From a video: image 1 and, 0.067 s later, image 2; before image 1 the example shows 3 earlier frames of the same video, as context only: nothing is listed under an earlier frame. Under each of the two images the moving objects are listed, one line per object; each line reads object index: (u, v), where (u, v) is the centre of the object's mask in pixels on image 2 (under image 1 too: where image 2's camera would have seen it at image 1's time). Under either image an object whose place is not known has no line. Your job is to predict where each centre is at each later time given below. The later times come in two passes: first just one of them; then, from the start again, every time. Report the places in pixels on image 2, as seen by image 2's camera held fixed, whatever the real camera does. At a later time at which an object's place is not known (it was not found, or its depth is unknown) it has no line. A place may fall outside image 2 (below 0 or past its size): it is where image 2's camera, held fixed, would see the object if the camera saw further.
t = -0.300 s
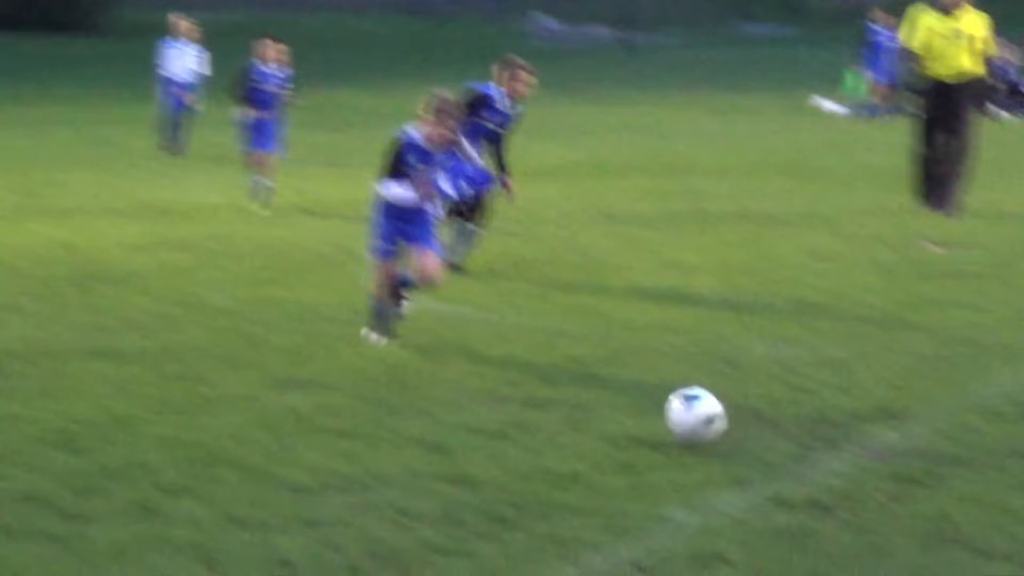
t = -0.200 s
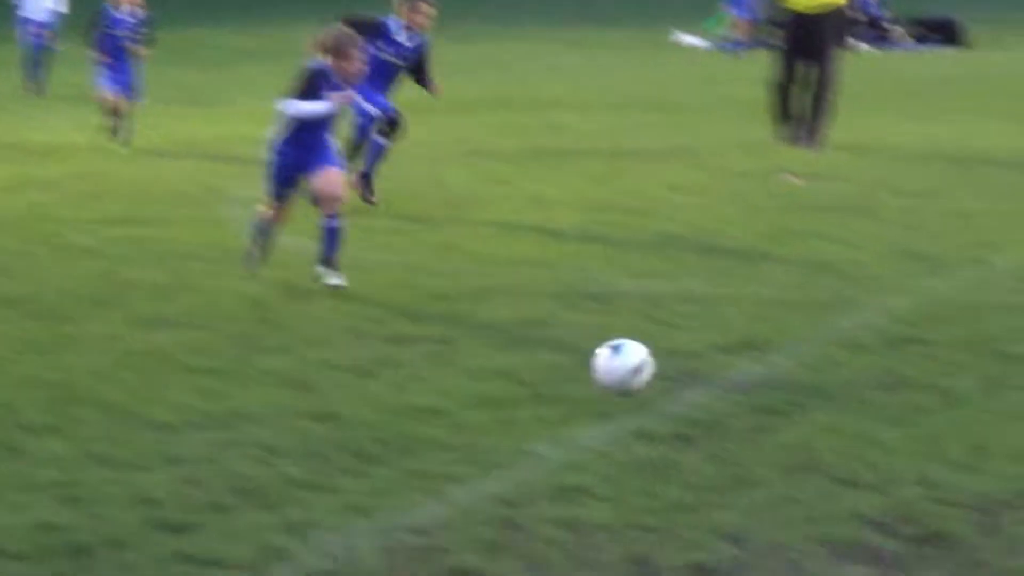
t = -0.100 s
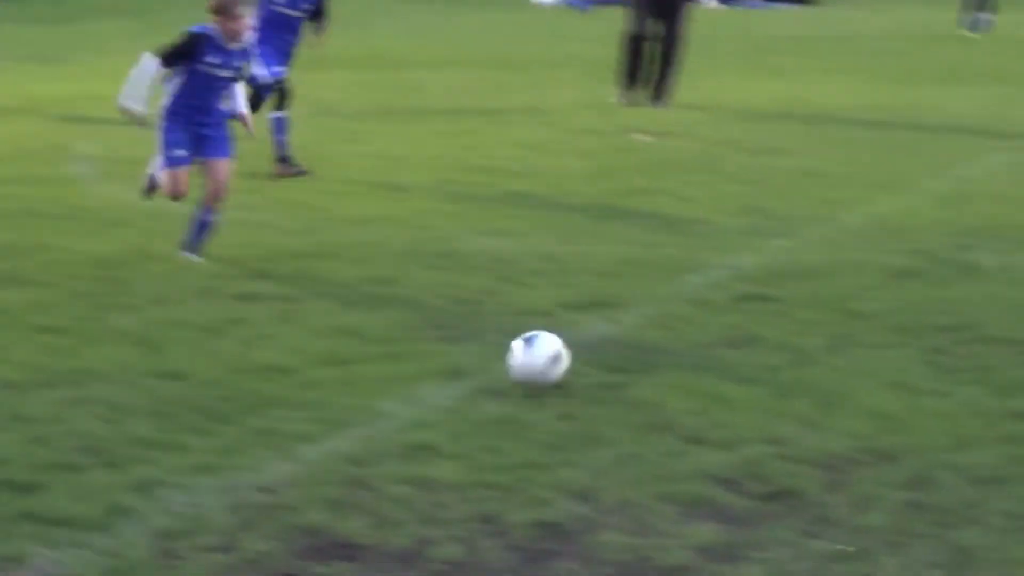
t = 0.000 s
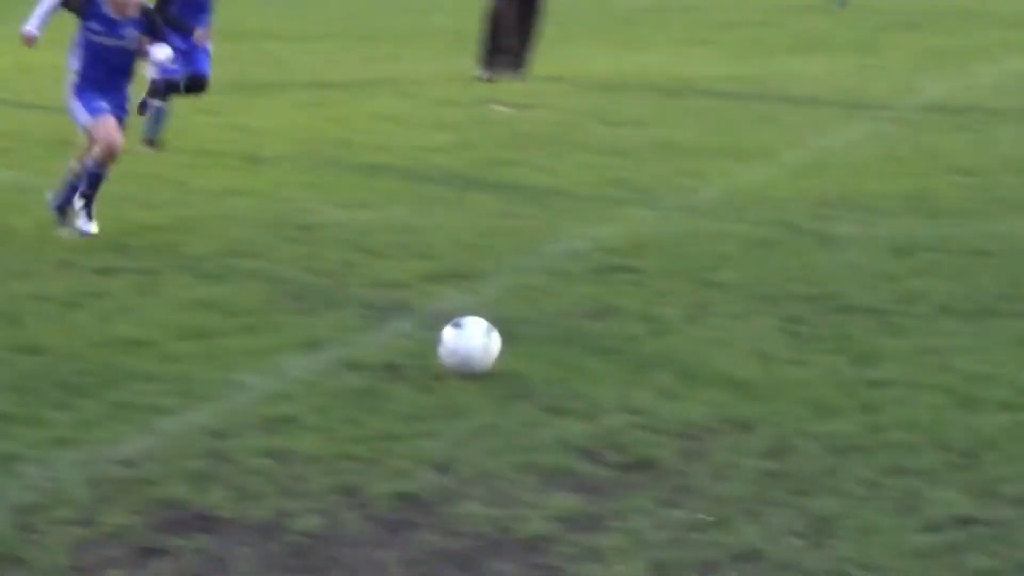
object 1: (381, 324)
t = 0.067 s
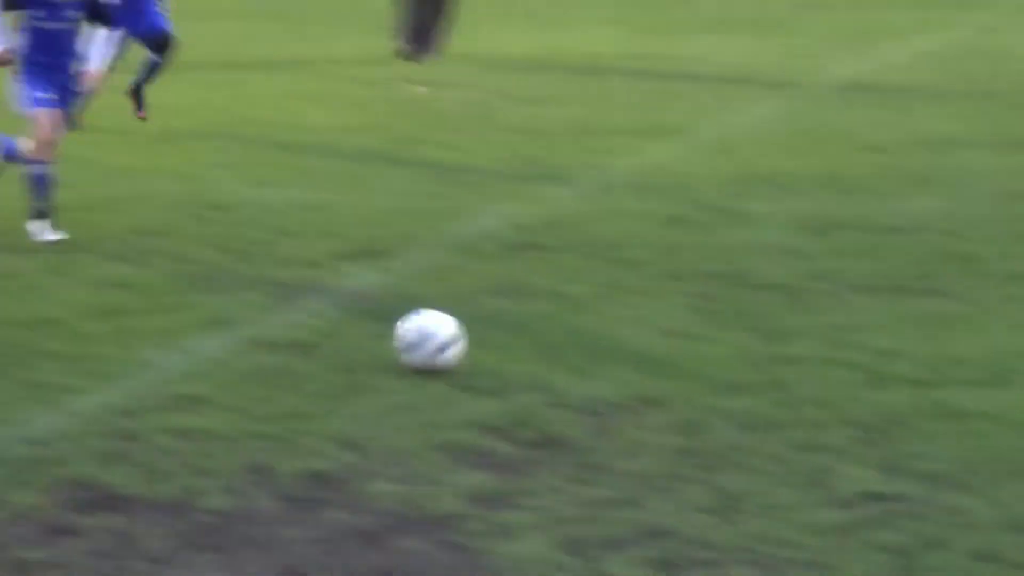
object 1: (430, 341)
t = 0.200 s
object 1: (534, 373)
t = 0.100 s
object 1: (456, 345)
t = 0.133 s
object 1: (480, 356)
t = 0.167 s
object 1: (509, 366)
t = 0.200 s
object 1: (534, 373)
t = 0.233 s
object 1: (561, 373)
